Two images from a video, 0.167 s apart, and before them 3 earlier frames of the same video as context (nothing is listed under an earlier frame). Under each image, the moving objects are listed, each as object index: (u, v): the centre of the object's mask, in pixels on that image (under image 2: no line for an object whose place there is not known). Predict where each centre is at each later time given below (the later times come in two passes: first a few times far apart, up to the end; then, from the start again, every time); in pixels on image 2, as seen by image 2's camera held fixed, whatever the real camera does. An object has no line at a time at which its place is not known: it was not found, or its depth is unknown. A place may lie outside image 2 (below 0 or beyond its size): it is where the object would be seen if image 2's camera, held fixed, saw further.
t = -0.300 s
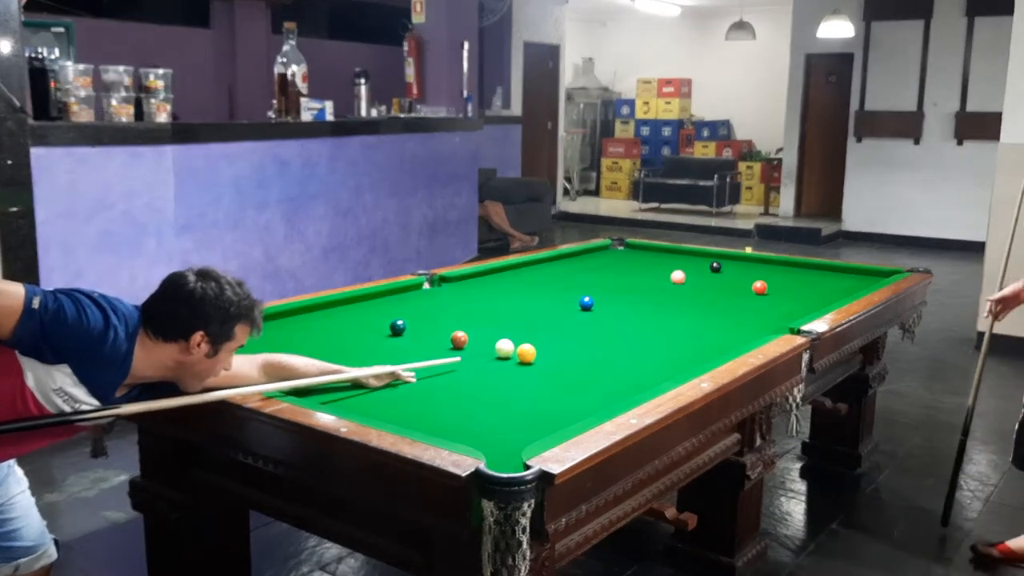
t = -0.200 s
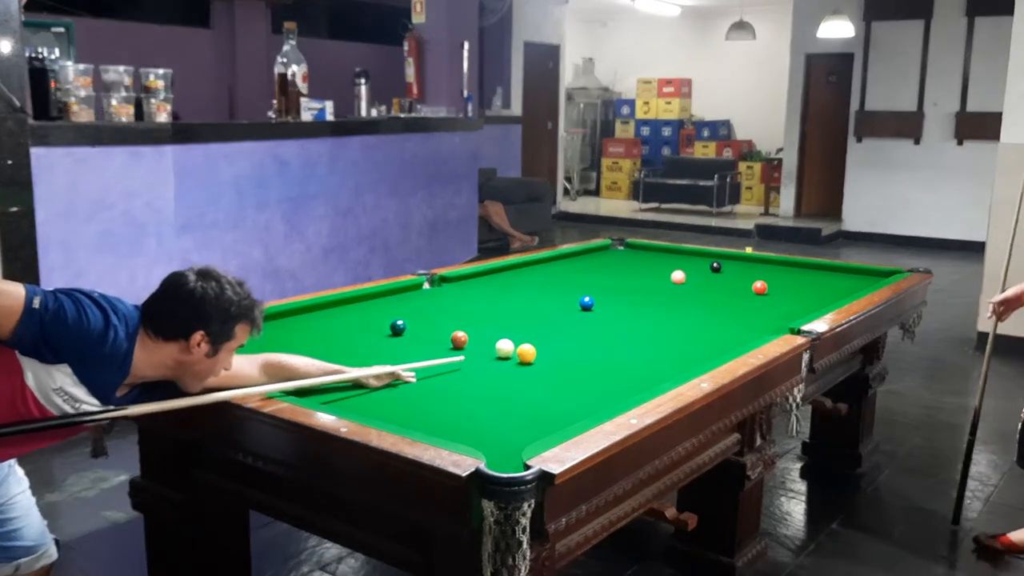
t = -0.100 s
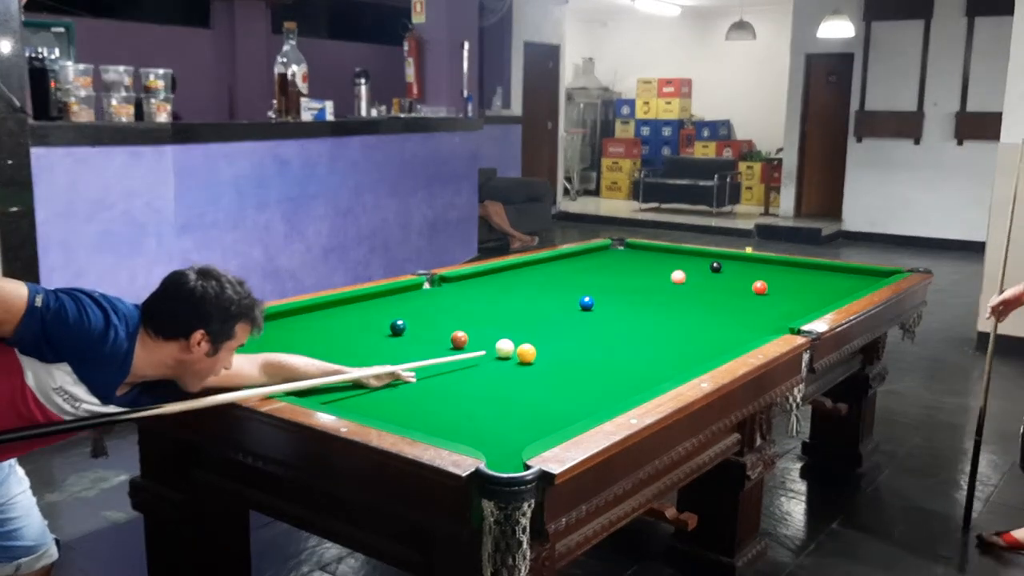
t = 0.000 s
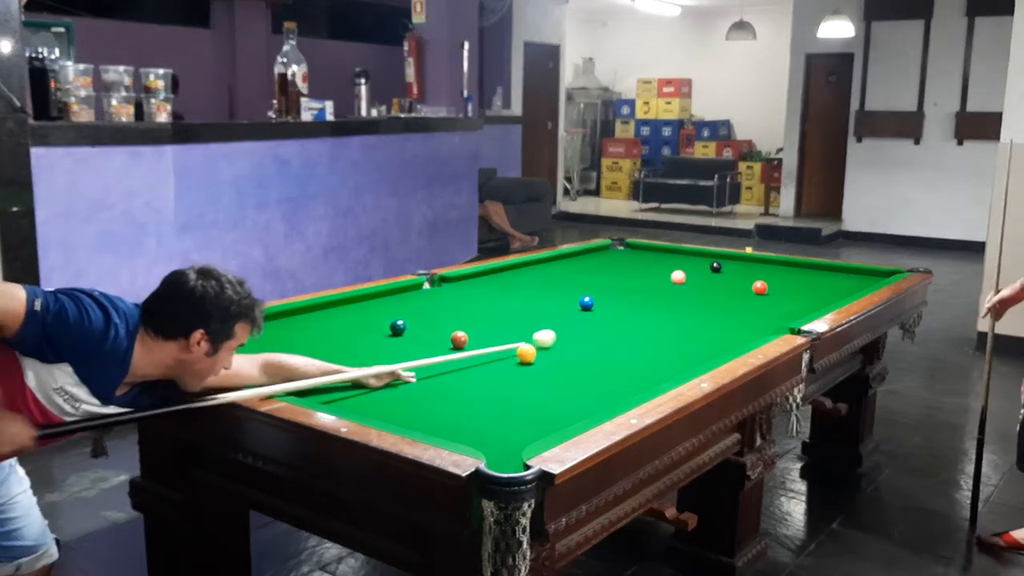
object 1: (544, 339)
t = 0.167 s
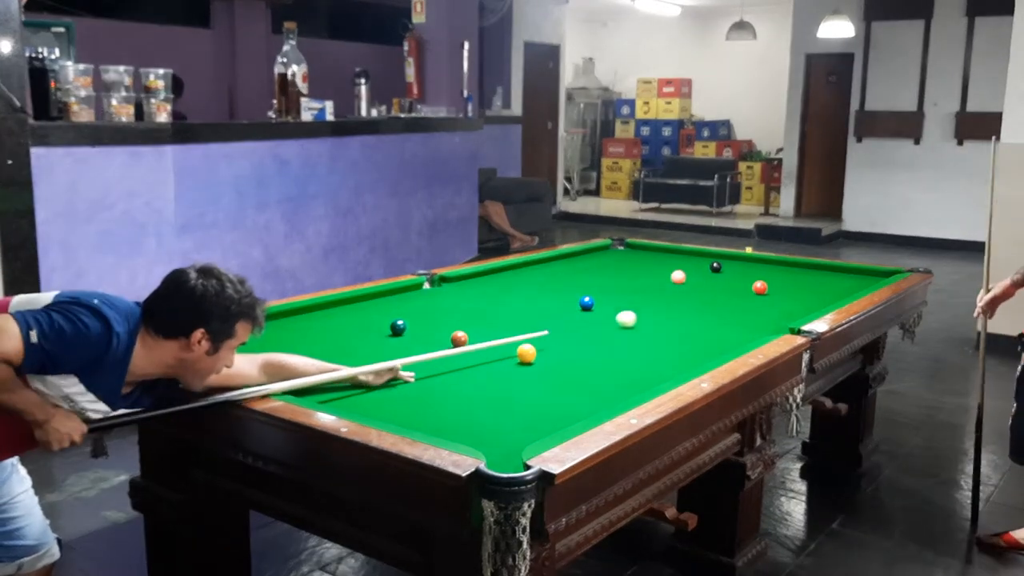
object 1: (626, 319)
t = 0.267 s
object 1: (663, 311)
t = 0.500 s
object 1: (733, 294)
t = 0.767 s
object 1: (765, 288)
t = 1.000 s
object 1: (784, 286)
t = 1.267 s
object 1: (803, 283)
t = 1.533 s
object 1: (820, 281)
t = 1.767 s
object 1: (834, 279)
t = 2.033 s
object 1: (848, 277)
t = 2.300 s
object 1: (861, 275)
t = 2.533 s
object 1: (870, 274)
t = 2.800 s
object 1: (881, 273)
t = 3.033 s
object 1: (885, 273)
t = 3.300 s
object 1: (887, 274)
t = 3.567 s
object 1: (889, 274)
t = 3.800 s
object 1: (889, 274)
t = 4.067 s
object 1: (889, 274)
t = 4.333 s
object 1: (890, 274)
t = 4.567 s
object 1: (890, 274)
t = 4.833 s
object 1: (890, 274)
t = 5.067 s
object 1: (890, 274)
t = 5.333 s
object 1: (890, 274)
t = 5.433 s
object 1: (890, 274)
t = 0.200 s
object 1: (639, 316)
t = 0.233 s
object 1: (651, 313)
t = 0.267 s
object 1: (663, 311)
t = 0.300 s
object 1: (674, 308)
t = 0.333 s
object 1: (684, 305)
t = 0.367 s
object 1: (695, 303)
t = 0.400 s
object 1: (705, 301)
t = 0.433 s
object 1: (714, 298)
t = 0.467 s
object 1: (724, 296)
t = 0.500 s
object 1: (733, 294)
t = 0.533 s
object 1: (742, 292)
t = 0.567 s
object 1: (751, 290)
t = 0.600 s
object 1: (754, 290)
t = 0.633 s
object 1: (756, 290)
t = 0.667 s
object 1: (757, 290)
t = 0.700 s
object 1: (760, 289)
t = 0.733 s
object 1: (762, 289)
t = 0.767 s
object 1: (765, 288)
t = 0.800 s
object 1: (768, 287)
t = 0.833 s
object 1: (771, 287)
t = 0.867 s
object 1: (773, 287)
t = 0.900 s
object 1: (776, 287)
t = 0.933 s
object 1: (779, 287)
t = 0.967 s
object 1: (781, 286)
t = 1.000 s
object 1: (784, 286)
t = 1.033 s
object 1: (786, 286)
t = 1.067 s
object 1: (789, 285)
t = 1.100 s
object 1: (791, 285)
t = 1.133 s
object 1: (794, 285)
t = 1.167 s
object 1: (796, 284)
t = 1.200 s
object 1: (798, 284)
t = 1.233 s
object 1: (801, 284)
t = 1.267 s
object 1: (803, 283)
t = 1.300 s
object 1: (805, 283)
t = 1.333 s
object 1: (808, 283)
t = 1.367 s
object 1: (810, 282)
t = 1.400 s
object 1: (812, 282)
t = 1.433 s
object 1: (814, 282)
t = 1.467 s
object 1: (816, 281)
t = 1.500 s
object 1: (818, 281)
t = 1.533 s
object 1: (820, 281)
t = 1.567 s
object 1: (822, 280)
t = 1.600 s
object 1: (824, 280)
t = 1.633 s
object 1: (826, 280)
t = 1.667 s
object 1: (828, 280)
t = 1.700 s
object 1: (830, 279)
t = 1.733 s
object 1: (832, 279)
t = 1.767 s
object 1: (834, 279)
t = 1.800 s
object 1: (836, 279)
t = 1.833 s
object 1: (838, 278)
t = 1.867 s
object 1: (840, 278)
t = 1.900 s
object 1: (841, 278)
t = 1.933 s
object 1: (843, 278)
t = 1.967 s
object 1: (845, 277)
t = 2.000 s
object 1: (846, 277)
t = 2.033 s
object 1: (848, 277)
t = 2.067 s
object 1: (850, 277)
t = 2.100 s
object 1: (851, 277)
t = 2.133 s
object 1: (853, 276)
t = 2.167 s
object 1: (855, 276)
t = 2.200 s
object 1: (856, 276)
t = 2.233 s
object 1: (858, 276)
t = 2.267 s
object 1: (859, 276)
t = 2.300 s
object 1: (861, 275)
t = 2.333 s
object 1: (862, 275)
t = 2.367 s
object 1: (864, 275)
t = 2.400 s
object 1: (865, 275)
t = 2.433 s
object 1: (866, 275)
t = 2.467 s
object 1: (868, 274)
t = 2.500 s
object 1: (869, 274)
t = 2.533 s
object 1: (870, 274)
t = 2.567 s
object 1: (872, 274)
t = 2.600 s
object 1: (873, 274)
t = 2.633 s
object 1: (874, 274)
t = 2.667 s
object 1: (875, 274)
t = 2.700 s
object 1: (877, 274)
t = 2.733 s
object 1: (878, 273)
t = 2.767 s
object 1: (879, 273)
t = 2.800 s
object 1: (881, 273)
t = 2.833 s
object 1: (882, 273)
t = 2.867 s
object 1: (883, 273)
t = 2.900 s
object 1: (884, 272)
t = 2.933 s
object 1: (884, 273)
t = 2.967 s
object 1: (884, 273)
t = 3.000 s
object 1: (885, 273)
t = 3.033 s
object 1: (885, 273)
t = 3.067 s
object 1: (885, 273)
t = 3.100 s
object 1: (886, 273)
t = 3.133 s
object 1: (886, 273)
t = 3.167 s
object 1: (886, 274)
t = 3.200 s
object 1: (887, 273)
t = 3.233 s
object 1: (887, 274)
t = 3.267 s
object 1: (887, 274)
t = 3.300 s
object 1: (887, 274)
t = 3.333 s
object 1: (888, 274)
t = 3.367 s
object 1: (888, 274)
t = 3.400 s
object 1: (888, 274)
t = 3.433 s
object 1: (888, 274)
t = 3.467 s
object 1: (888, 274)
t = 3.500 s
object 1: (888, 274)
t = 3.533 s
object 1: (889, 274)
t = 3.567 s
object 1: (889, 274)
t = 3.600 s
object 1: (889, 274)
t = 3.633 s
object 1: (889, 274)
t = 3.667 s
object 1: (889, 274)
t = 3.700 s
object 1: (889, 274)
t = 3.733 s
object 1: (889, 274)
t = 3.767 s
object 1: (889, 274)
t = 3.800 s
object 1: (889, 274)
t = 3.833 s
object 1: (889, 274)
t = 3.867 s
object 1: (889, 274)
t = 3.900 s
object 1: (889, 274)
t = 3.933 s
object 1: (889, 274)
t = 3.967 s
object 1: (889, 274)
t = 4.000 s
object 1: (889, 274)
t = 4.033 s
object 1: (889, 274)
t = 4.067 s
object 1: (889, 274)
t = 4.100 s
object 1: (889, 274)
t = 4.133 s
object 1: (889, 274)
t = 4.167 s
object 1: (890, 274)
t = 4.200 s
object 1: (890, 274)
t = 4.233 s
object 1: (890, 274)
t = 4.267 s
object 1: (890, 274)
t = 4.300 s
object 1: (890, 274)
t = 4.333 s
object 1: (890, 274)
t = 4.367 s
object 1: (890, 274)
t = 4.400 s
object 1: (889, 274)
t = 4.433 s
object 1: (890, 274)
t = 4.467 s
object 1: (890, 274)
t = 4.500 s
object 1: (890, 274)
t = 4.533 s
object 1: (889, 274)
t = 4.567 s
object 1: (890, 274)
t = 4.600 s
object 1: (890, 274)
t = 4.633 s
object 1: (889, 274)
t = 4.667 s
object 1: (889, 274)
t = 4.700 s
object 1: (890, 274)
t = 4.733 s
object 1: (890, 274)
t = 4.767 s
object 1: (889, 274)
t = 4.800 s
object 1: (889, 274)
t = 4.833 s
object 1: (890, 274)
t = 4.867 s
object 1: (889, 274)
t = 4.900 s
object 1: (890, 274)
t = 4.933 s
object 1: (890, 274)
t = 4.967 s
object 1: (890, 274)
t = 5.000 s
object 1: (890, 274)
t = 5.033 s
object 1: (890, 274)
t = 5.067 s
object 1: (890, 274)
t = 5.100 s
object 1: (890, 274)
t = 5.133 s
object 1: (890, 274)
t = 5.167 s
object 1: (889, 274)
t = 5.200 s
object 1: (889, 274)
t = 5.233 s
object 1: (890, 274)
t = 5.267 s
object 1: (889, 274)
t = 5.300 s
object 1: (890, 274)
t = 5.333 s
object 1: (890, 274)
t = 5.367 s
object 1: (890, 274)
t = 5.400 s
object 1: (890, 274)
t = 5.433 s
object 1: (890, 274)
